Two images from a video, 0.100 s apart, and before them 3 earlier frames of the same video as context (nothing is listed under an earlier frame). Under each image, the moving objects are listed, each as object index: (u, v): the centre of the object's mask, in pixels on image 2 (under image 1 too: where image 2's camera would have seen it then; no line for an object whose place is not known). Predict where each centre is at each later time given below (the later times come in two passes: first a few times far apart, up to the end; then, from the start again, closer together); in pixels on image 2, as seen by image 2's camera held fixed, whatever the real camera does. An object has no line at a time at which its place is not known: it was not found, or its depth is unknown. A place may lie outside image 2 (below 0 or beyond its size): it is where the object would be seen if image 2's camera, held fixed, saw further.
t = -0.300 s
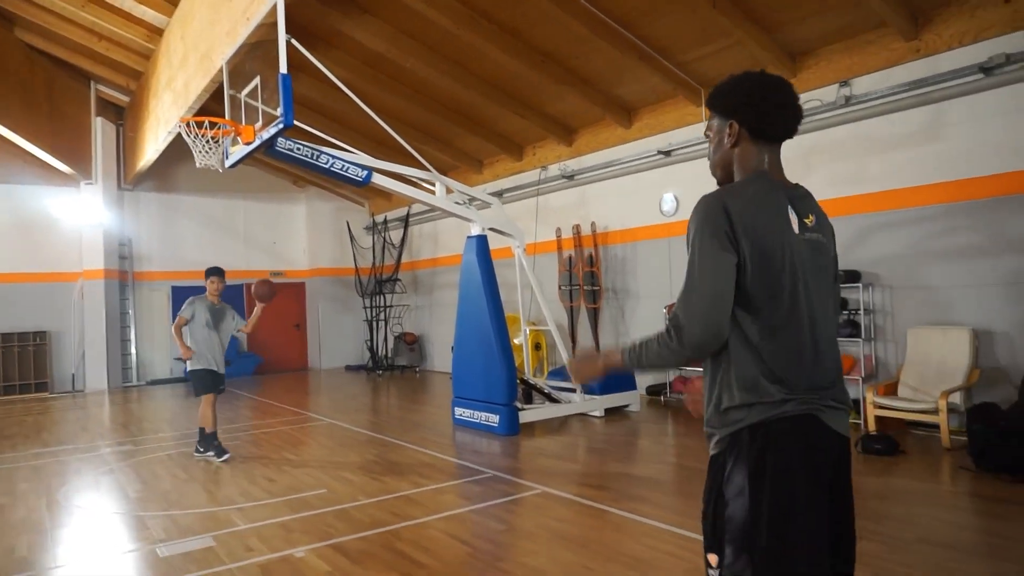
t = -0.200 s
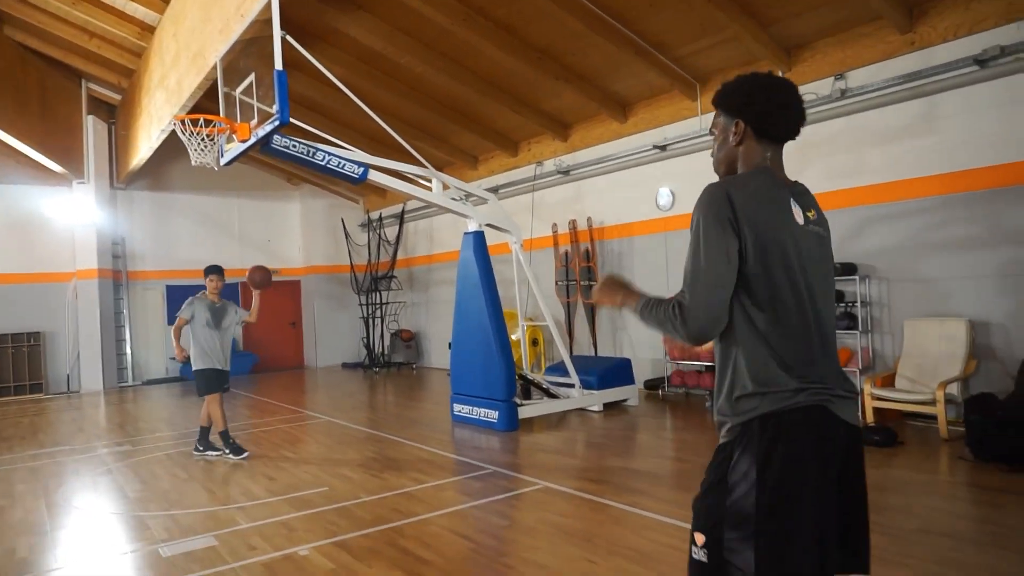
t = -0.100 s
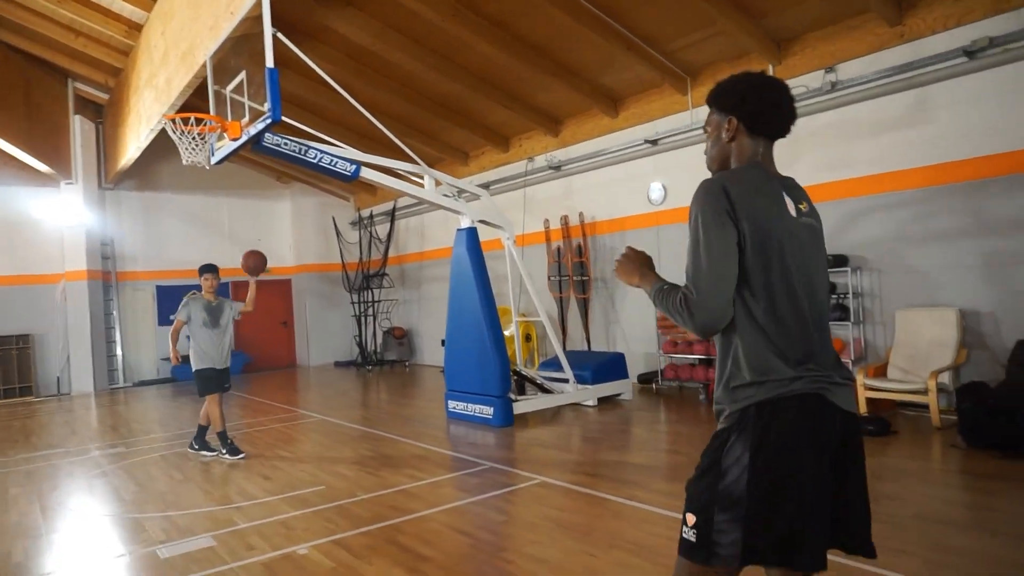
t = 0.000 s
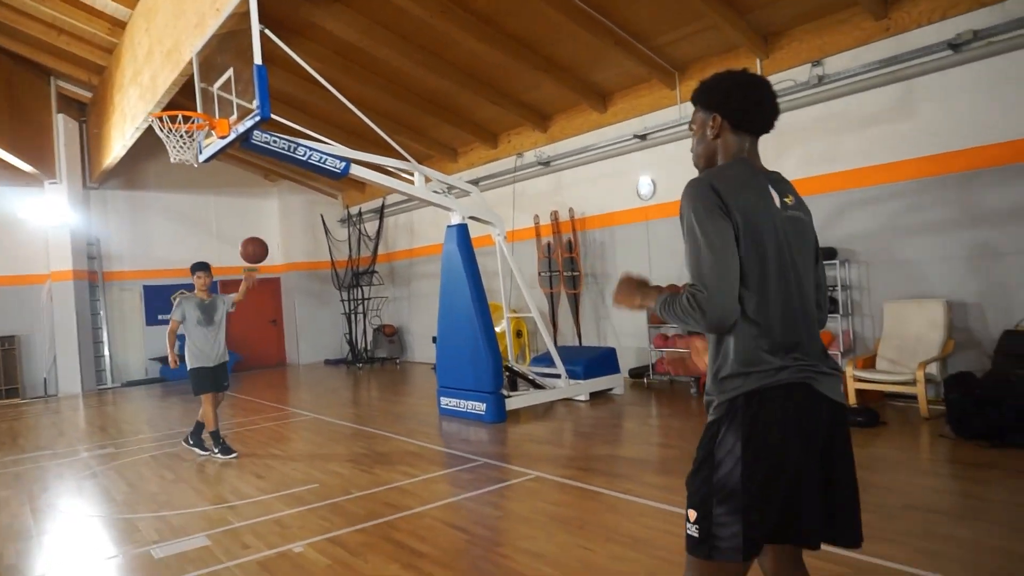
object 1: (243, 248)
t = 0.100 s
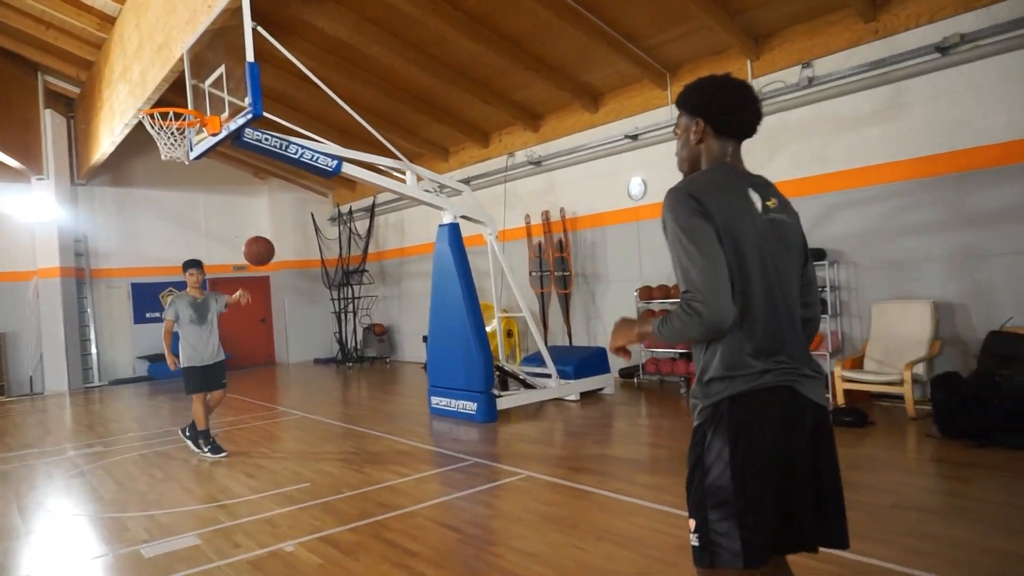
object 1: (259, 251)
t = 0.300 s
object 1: (302, 303)
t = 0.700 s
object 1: (440, 489)
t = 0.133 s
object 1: (264, 255)
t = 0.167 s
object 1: (271, 260)
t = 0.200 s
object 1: (277, 268)
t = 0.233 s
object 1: (285, 277)
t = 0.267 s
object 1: (294, 288)
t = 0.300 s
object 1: (302, 303)
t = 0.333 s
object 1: (312, 320)
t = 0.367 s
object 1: (322, 342)
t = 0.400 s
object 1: (332, 365)
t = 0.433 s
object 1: (345, 392)
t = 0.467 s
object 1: (358, 426)
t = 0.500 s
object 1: (372, 464)
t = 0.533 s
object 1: (390, 512)
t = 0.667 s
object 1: (432, 515)
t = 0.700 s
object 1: (440, 489)
